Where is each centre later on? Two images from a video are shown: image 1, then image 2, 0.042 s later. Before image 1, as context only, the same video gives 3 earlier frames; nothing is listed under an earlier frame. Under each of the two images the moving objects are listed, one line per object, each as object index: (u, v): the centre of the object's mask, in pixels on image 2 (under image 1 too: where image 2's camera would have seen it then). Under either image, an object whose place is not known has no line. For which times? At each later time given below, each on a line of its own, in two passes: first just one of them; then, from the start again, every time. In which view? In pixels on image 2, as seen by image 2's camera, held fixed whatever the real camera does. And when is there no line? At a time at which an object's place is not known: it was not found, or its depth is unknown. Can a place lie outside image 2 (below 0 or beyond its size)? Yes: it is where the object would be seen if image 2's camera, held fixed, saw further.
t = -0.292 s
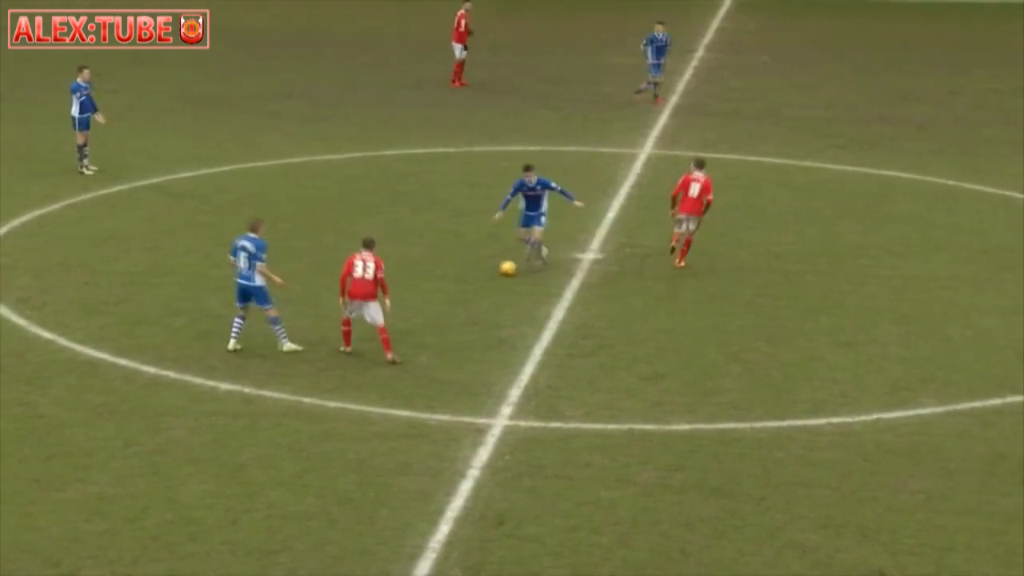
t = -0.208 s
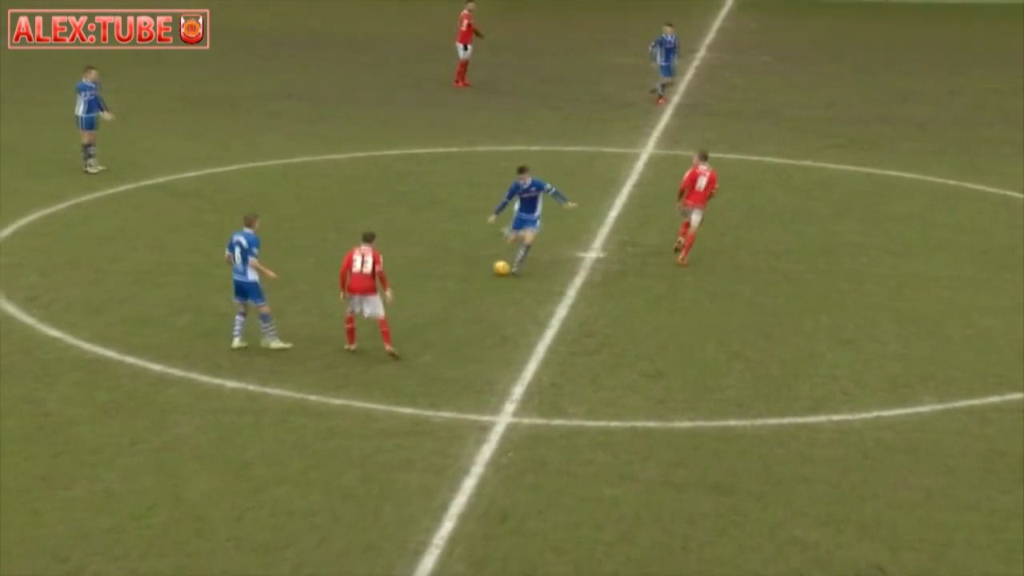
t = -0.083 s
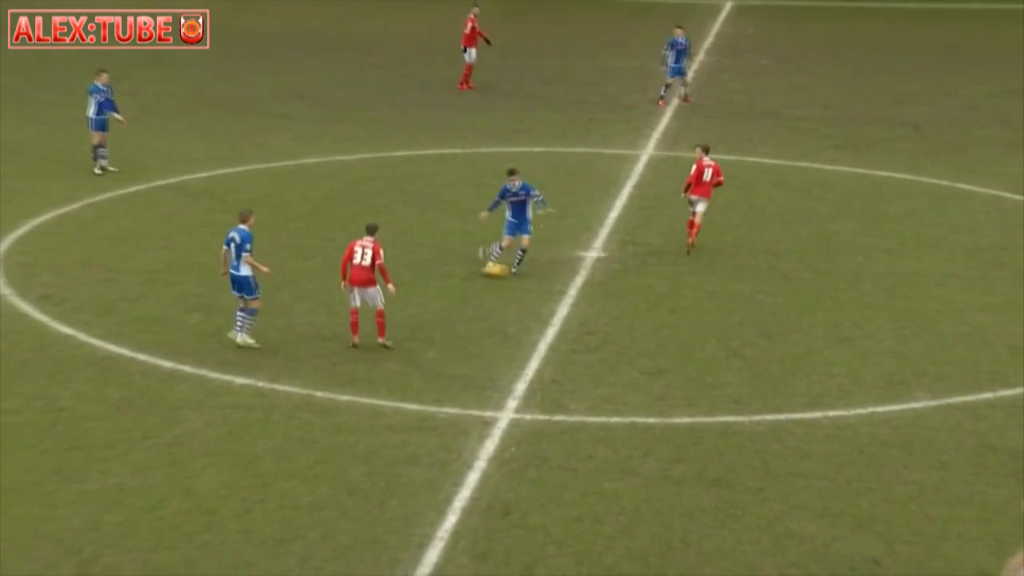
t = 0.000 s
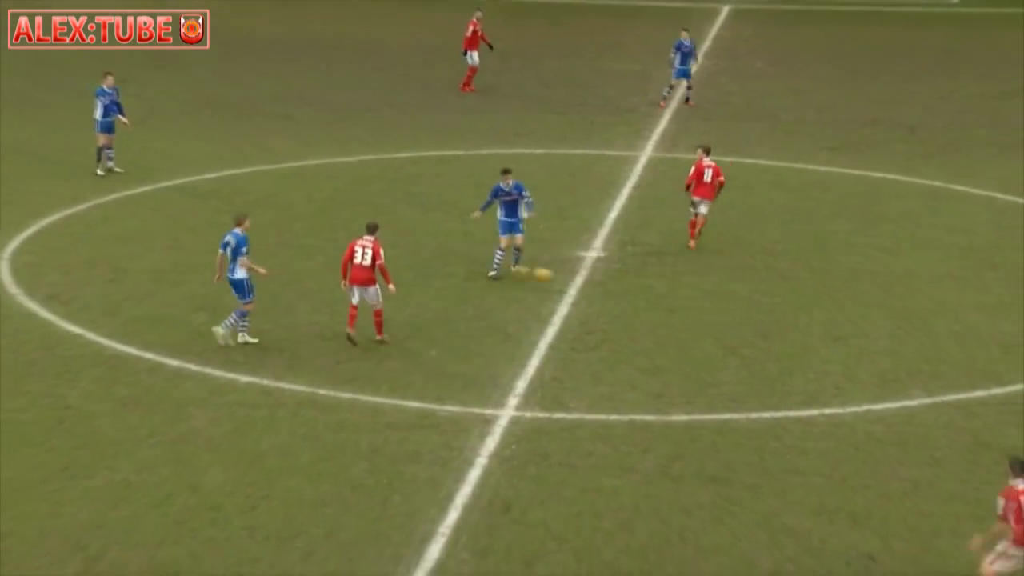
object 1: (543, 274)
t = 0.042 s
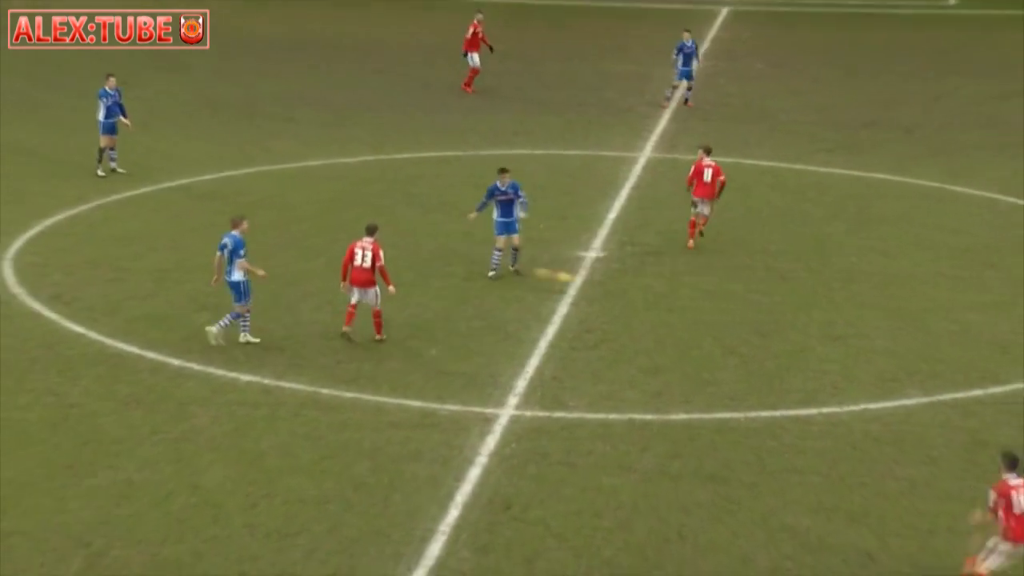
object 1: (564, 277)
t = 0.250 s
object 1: (681, 314)
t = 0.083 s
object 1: (588, 282)
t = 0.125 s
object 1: (610, 288)
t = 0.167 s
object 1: (633, 295)
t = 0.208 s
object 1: (656, 304)
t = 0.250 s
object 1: (681, 314)
